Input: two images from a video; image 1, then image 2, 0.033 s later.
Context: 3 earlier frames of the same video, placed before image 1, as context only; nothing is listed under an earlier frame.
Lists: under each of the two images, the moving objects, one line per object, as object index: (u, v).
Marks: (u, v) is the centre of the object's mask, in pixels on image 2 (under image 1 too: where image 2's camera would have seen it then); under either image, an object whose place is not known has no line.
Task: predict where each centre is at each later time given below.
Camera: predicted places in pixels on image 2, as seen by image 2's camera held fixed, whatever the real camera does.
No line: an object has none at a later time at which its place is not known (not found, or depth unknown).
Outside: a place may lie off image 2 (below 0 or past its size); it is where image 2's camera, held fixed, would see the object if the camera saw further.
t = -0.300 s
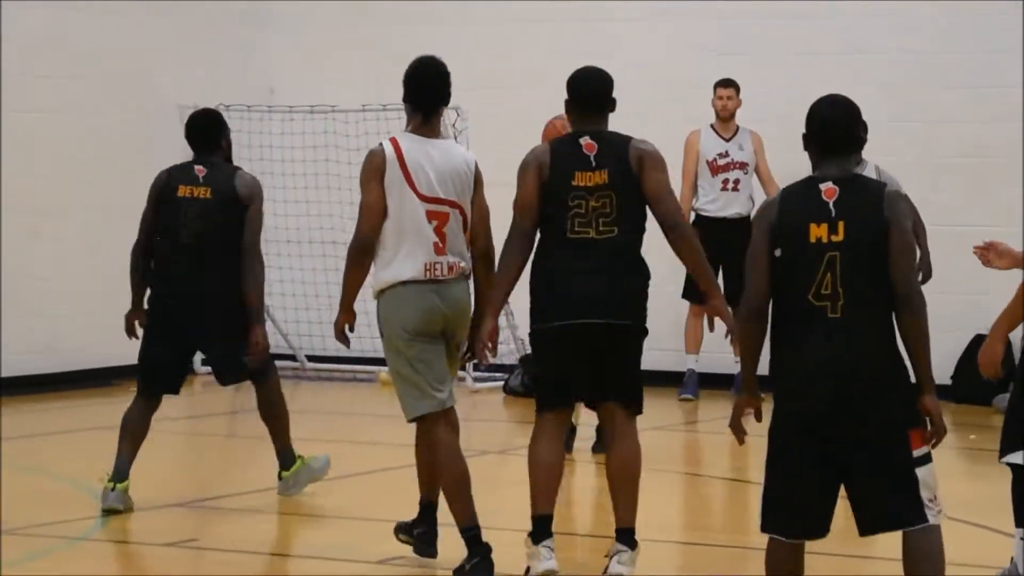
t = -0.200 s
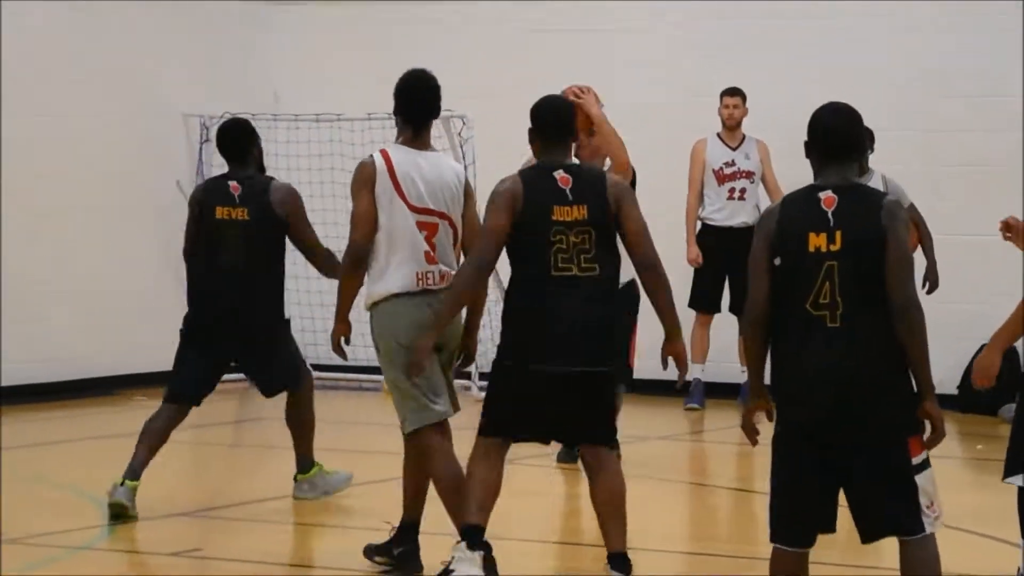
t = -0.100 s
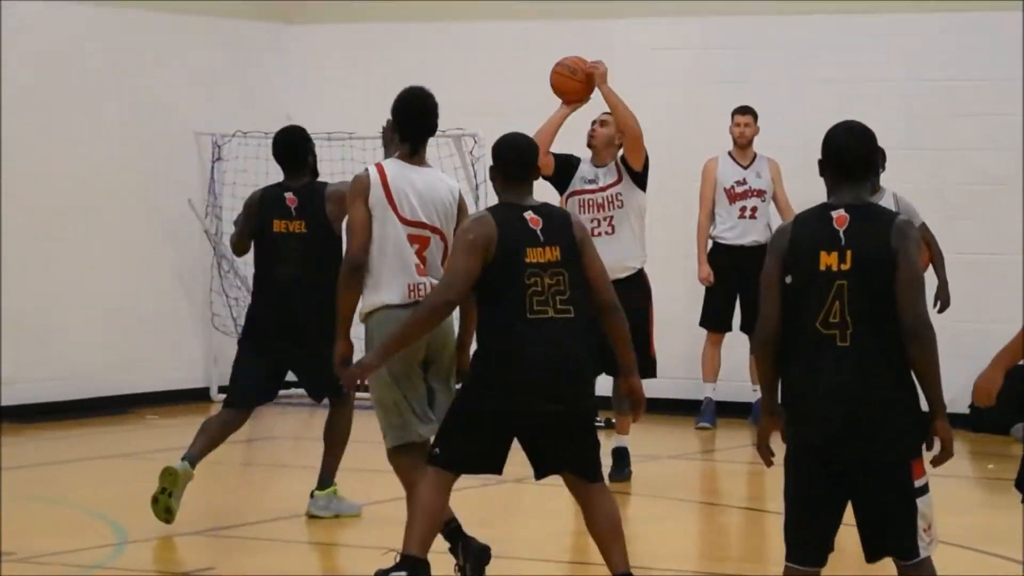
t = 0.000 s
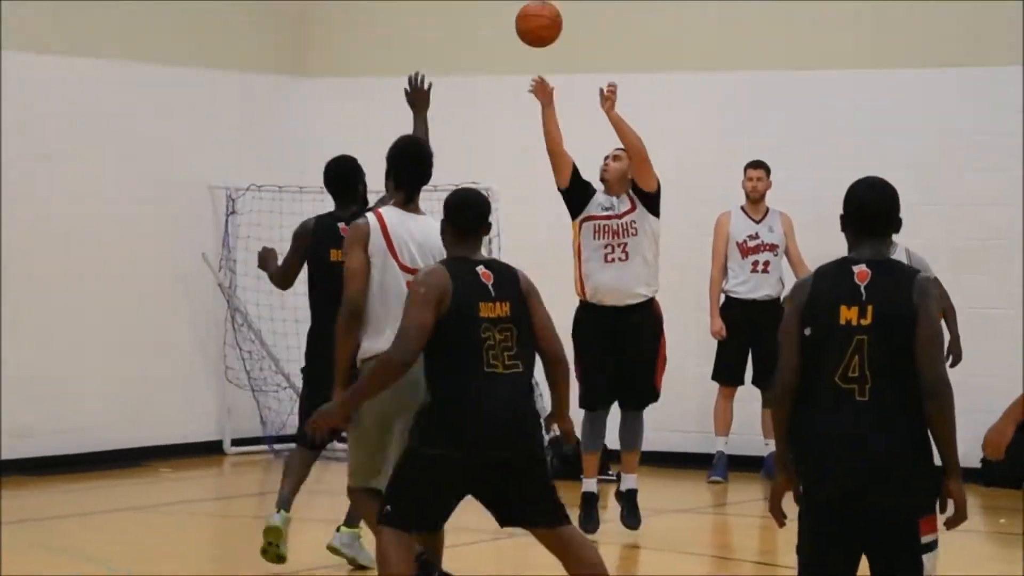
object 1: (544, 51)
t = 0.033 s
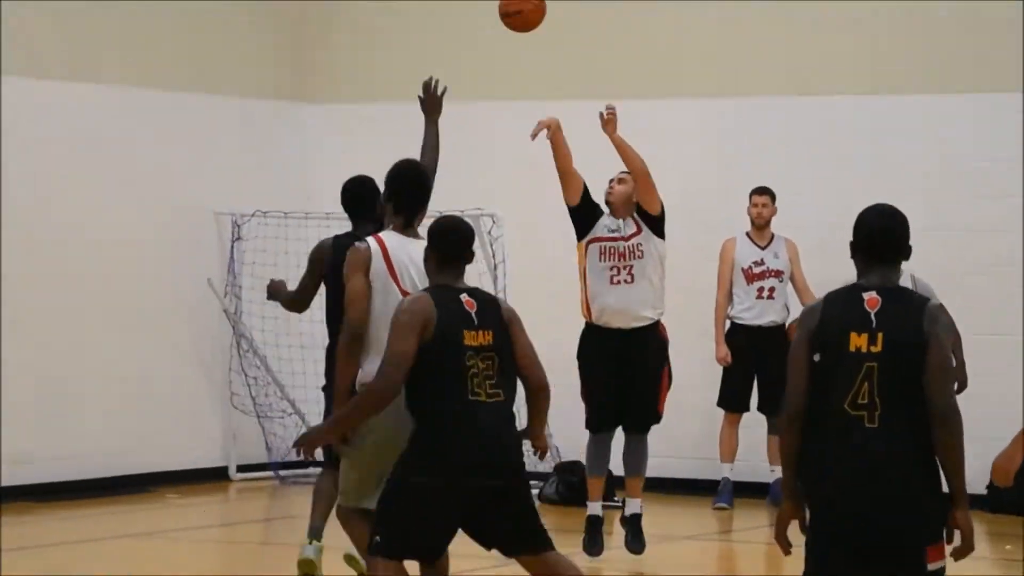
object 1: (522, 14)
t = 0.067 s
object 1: (499, -22)
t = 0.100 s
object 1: (475, -60)
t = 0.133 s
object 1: (452, -100)
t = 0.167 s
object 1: (428, -145)
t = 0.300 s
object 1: (333, -293)
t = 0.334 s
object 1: (312, -320)
